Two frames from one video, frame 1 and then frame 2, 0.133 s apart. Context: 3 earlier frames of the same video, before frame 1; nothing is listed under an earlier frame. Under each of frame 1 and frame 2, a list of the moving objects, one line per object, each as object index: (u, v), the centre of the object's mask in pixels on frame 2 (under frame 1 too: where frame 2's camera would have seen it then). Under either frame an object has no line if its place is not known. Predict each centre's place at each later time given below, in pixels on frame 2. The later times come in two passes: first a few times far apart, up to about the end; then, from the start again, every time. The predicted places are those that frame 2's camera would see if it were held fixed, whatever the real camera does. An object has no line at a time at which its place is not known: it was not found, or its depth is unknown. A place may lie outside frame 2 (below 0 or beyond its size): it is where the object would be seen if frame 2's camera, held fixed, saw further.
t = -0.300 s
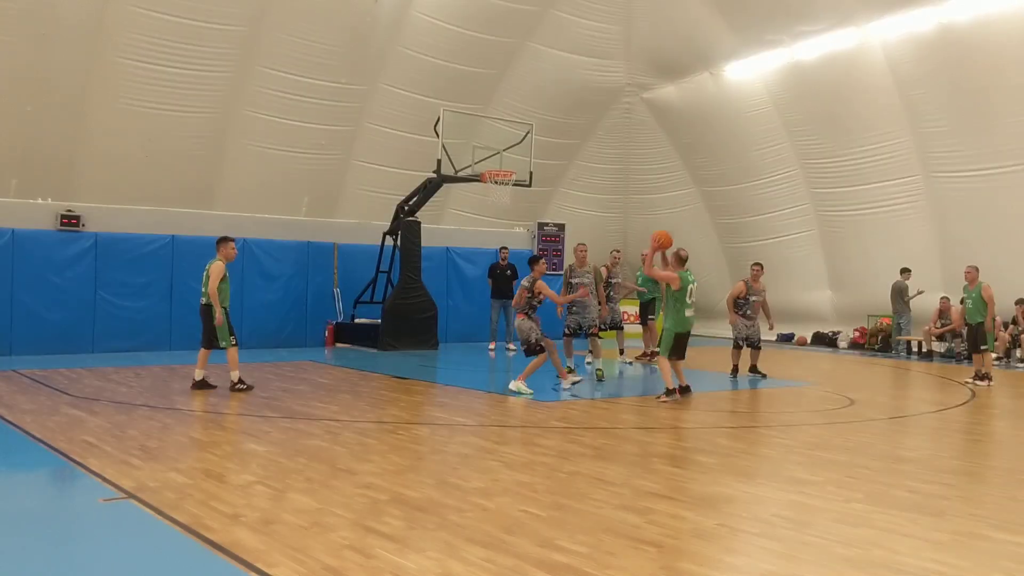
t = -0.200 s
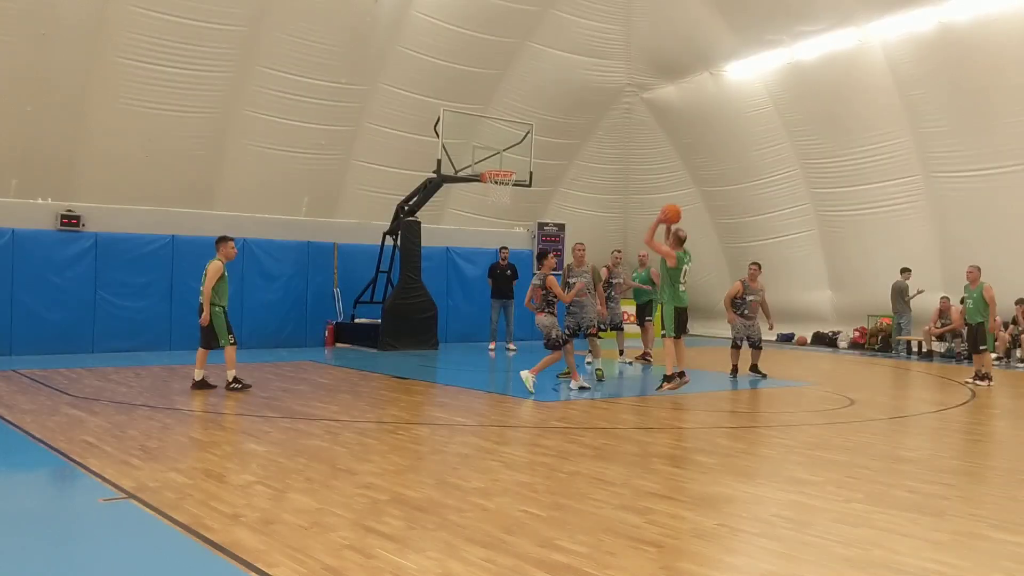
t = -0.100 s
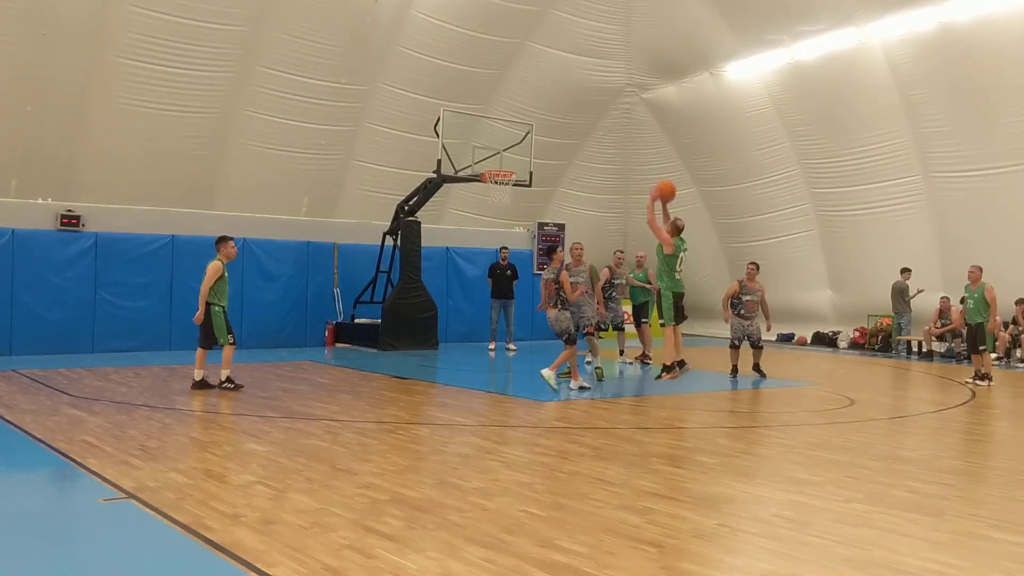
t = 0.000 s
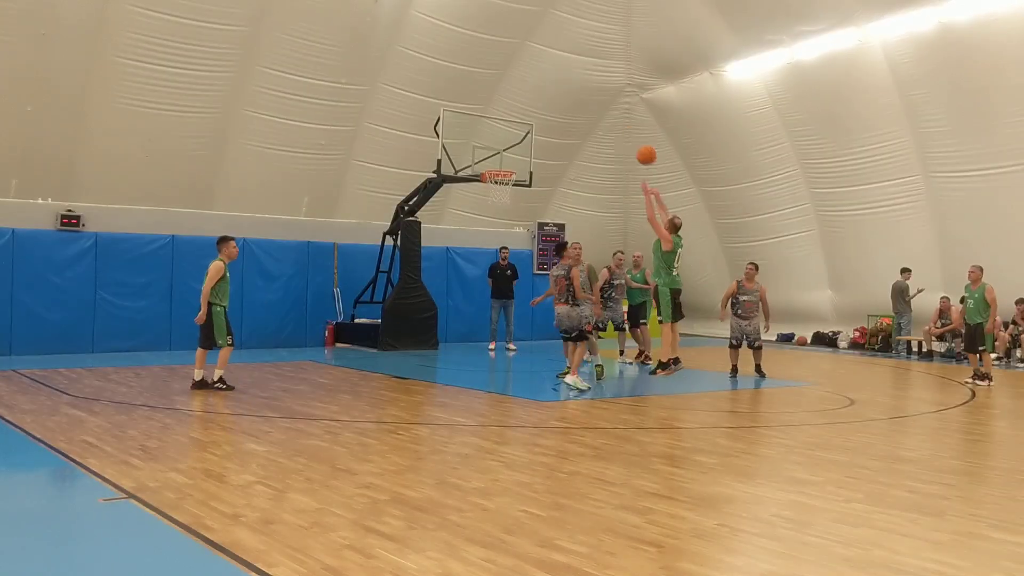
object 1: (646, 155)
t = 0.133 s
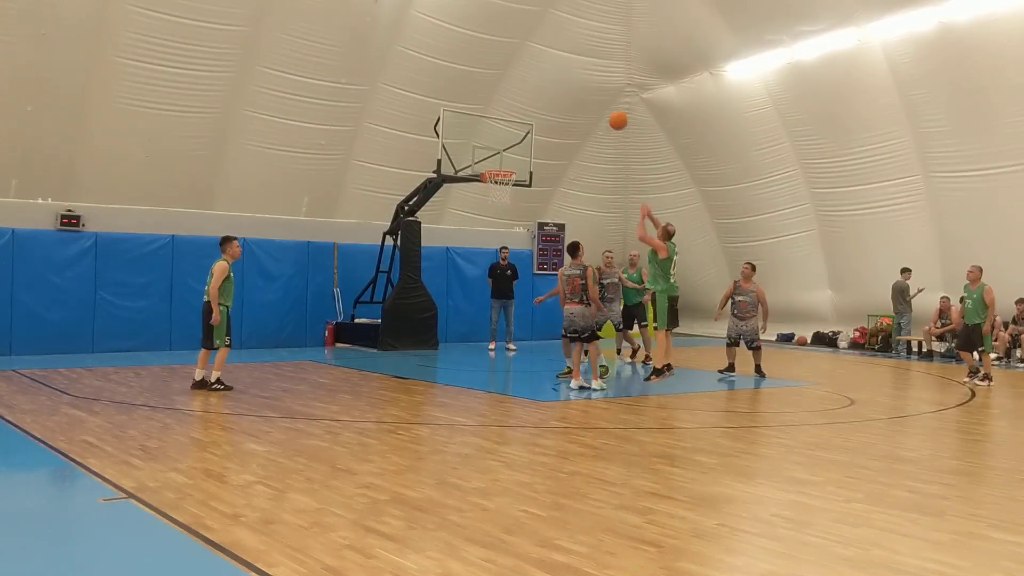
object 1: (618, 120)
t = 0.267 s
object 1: (592, 102)
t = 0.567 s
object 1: (541, 109)
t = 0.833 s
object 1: (500, 161)
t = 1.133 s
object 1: (504, 122)
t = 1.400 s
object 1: (514, 125)
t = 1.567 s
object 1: (520, 150)
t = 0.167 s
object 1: (612, 115)
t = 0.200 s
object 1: (605, 110)
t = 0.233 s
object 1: (599, 105)
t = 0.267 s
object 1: (592, 102)
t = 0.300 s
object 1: (586, 100)
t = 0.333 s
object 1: (580, 98)
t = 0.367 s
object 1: (574, 98)
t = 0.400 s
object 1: (568, 98)
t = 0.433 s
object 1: (563, 99)
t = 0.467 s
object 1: (557, 100)
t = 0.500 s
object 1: (551, 103)
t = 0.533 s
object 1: (546, 106)
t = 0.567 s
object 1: (541, 109)
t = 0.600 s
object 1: (535, 115)
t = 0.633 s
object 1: (530, 120)
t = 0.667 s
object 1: (524, 127)
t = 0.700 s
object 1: (520, 133)
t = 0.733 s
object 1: (515, 139)
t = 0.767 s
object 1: (510, 145)
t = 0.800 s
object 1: (505, 153)
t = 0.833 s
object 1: (500, 161)
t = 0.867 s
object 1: (497, 163)
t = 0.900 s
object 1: (497, 155)
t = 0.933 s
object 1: (496, 148)
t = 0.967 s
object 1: (498, 142)
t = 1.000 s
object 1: (499, 136)
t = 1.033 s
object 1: (501, 132)
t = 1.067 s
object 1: (502, 128)
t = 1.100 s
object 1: (503, 125)
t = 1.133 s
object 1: (504, 122)
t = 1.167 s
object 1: (506, 120)
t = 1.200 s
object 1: (507, 119)
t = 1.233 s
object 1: (508, 118)
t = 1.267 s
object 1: (510, 118)
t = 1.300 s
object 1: (511, 118)
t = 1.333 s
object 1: (512, 120)
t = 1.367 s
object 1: (513, 122)
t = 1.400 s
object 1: (514, 125)
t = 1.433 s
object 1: (515, 129)
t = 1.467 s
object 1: (517, 133)
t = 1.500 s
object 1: (518, 138)
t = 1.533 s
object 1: (519, 143)
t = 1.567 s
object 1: (520, 150)
